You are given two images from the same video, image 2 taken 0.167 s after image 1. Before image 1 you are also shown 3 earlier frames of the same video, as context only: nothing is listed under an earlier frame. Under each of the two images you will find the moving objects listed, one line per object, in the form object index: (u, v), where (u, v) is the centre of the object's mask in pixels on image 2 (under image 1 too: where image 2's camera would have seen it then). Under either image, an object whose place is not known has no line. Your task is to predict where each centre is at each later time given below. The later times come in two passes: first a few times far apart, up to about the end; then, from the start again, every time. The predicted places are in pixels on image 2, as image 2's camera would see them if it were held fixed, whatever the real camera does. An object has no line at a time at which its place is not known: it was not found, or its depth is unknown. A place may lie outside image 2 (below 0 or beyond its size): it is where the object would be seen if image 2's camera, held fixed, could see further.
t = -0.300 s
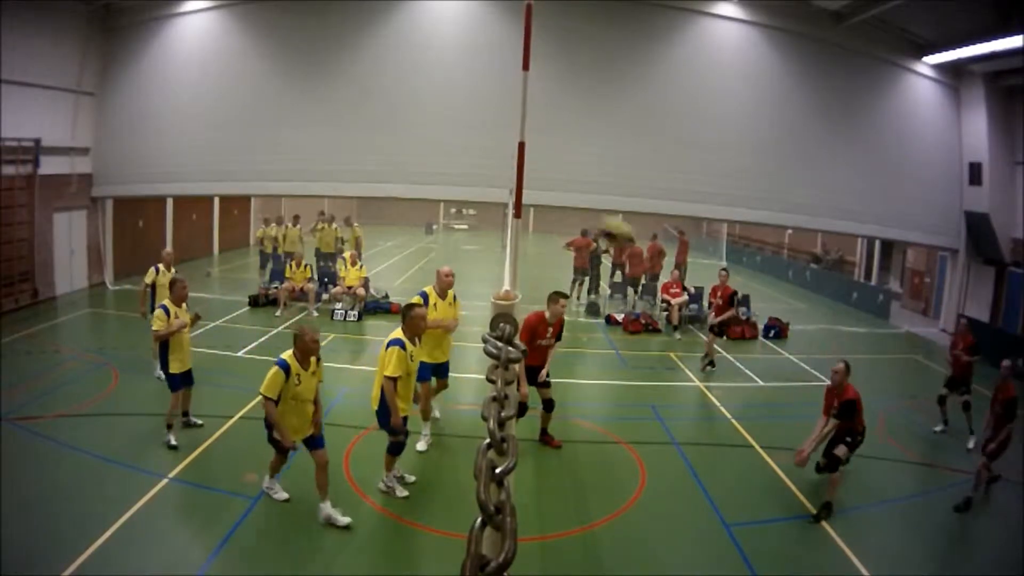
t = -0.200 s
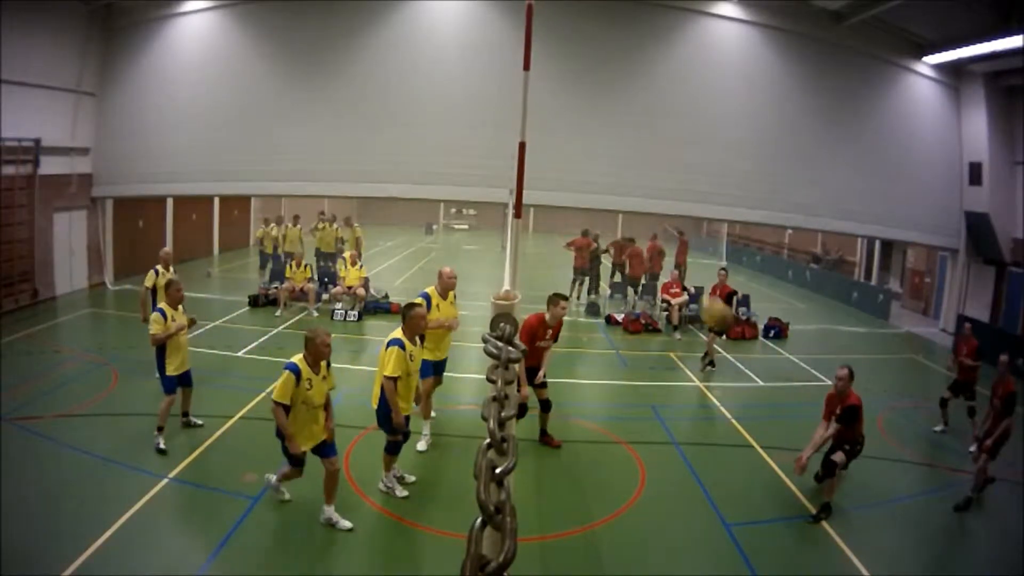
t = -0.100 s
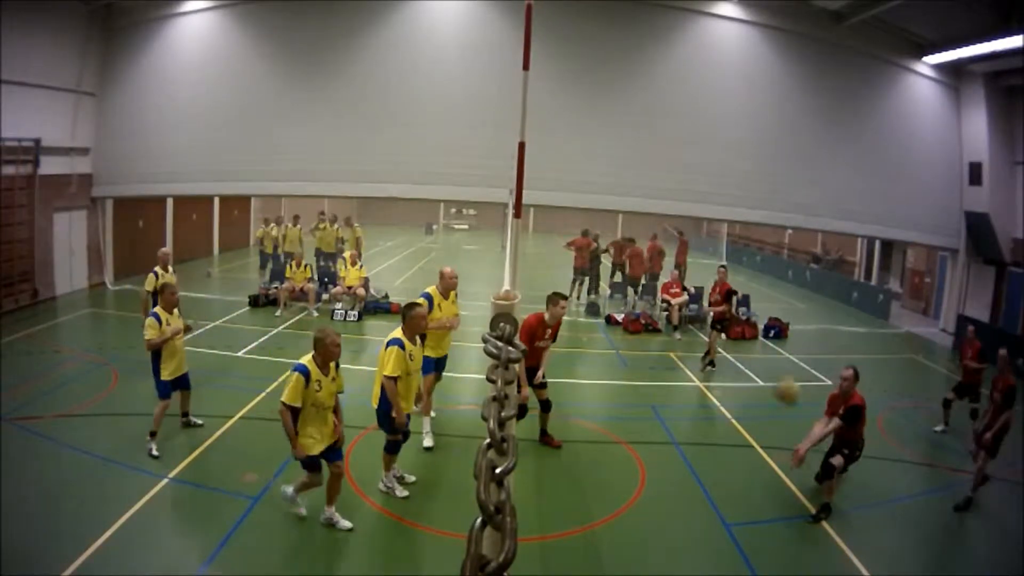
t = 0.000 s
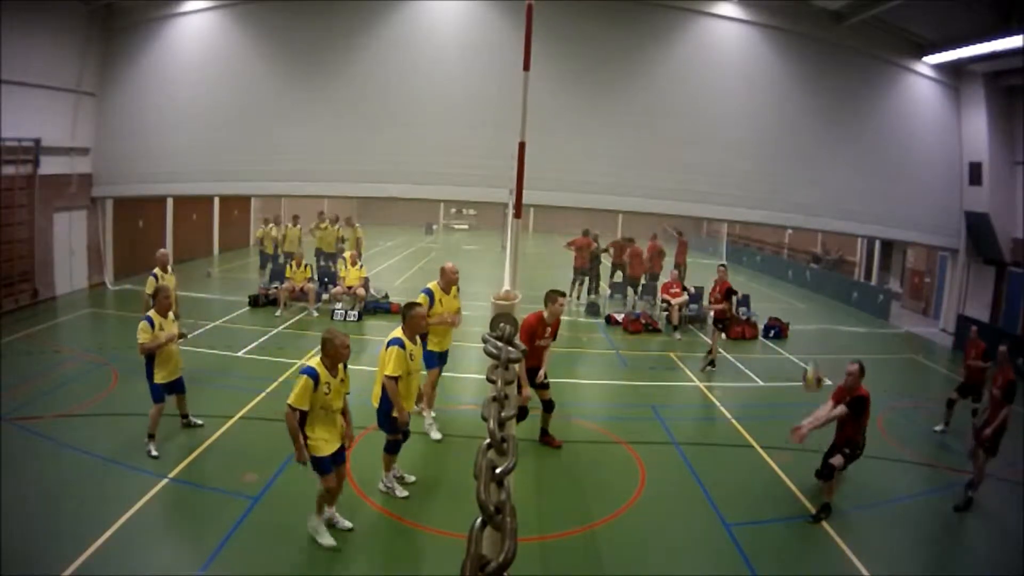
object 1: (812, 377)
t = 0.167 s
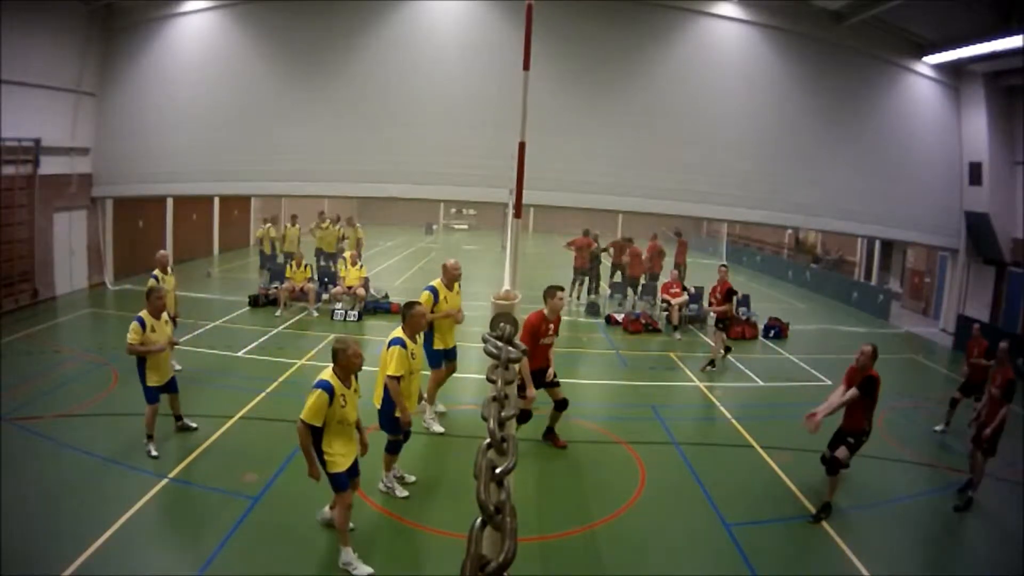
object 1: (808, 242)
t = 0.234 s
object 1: (796, 194)
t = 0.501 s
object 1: (761, 70)
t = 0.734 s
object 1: (726, 30)
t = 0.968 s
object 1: (695, 50)
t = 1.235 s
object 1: (656, 144)
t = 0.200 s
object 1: (802, 219)
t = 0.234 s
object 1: (796, 194)
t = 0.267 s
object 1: (794, 173)
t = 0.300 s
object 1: (790, 154)
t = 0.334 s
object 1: (785, 137)
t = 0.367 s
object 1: (781, 121)
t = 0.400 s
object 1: (775, 105)
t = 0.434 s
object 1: (769, 92)
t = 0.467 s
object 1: (765, 80)
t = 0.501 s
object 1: (761, 70)
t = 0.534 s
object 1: (755, 61)
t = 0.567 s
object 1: (750, 53)
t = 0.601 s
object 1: (745, 45)
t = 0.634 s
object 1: (740, 40)
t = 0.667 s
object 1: (735, 35)
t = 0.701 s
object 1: (731, 32)
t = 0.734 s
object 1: (726, 30)
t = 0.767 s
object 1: (723, 29)
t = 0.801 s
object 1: (717, 29)
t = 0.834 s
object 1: (713, 31)
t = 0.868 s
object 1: (708, 34)
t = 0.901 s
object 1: (704, 38)
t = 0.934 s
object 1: (700, 43)
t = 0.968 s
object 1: (695, 50)
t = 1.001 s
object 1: (691, 57)
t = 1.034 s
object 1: (686, 65)
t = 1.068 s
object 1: (682, 75)
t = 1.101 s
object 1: (676, 87)
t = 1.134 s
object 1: (672, 99)
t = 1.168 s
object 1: (665, 114)
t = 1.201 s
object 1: (662, 127)
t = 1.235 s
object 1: (656, 144)
